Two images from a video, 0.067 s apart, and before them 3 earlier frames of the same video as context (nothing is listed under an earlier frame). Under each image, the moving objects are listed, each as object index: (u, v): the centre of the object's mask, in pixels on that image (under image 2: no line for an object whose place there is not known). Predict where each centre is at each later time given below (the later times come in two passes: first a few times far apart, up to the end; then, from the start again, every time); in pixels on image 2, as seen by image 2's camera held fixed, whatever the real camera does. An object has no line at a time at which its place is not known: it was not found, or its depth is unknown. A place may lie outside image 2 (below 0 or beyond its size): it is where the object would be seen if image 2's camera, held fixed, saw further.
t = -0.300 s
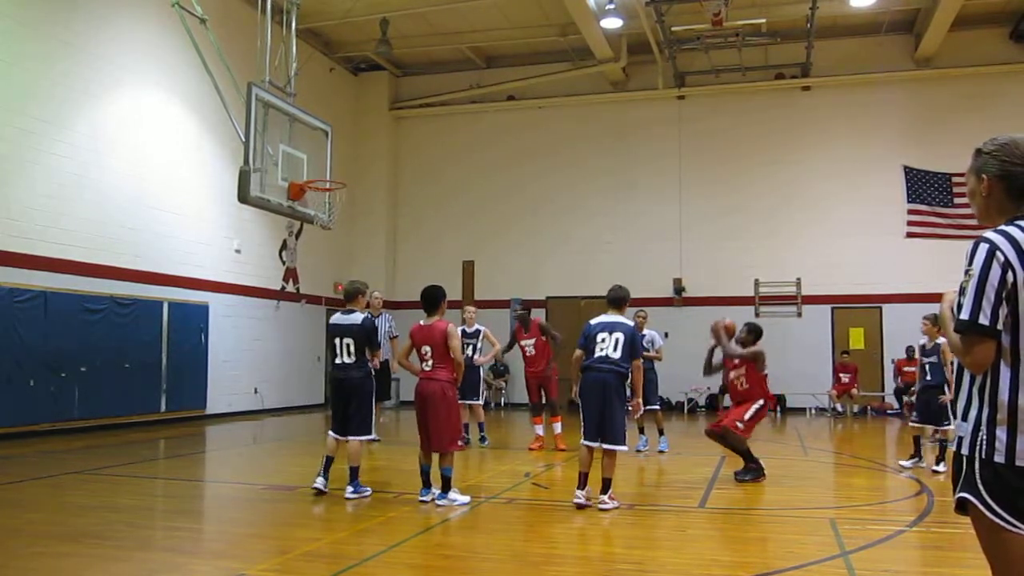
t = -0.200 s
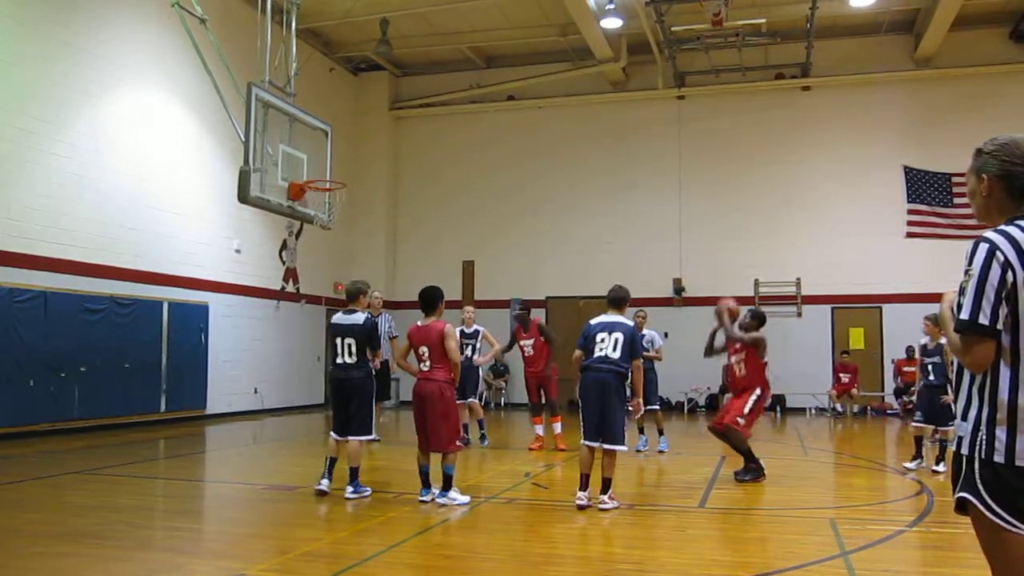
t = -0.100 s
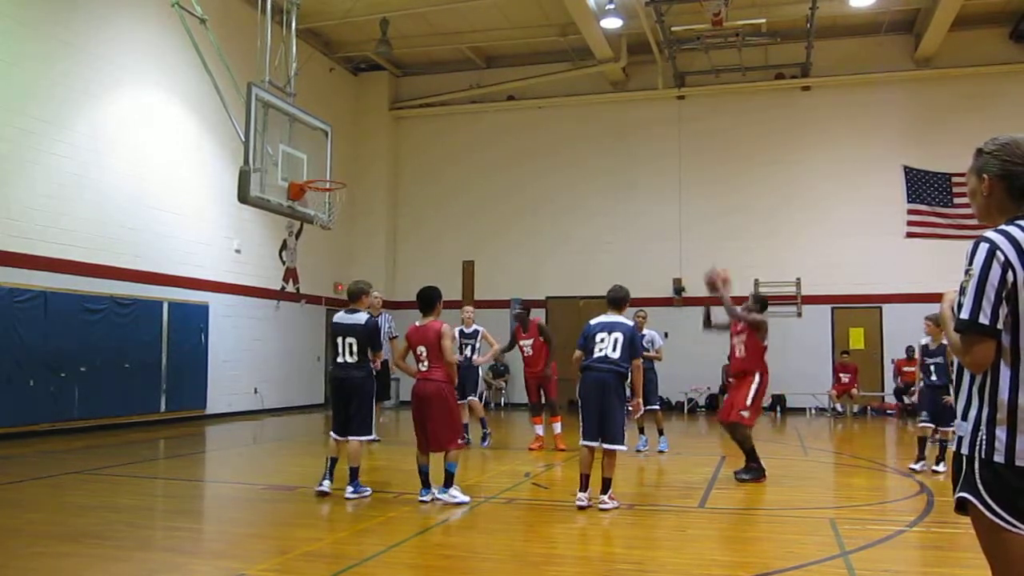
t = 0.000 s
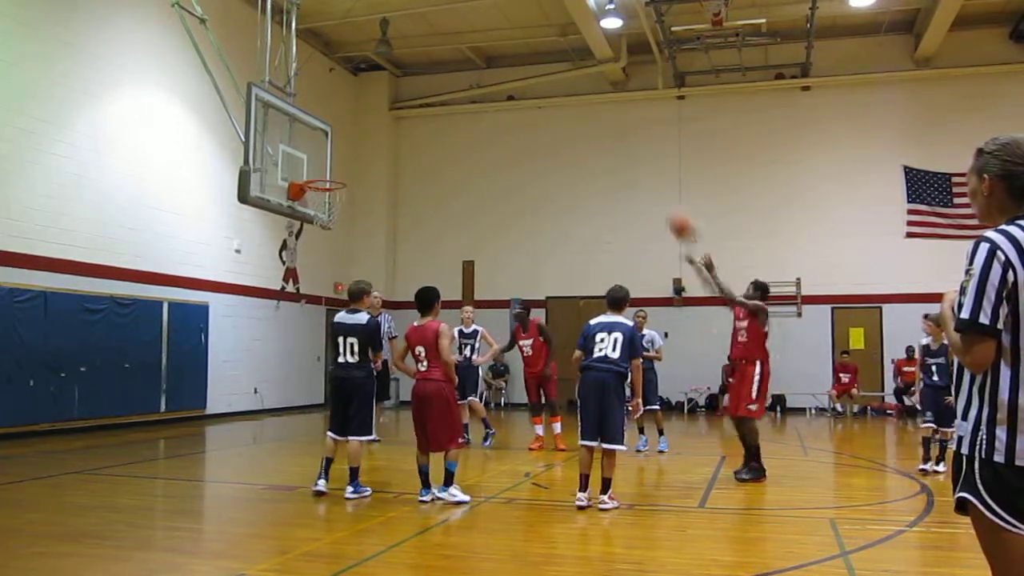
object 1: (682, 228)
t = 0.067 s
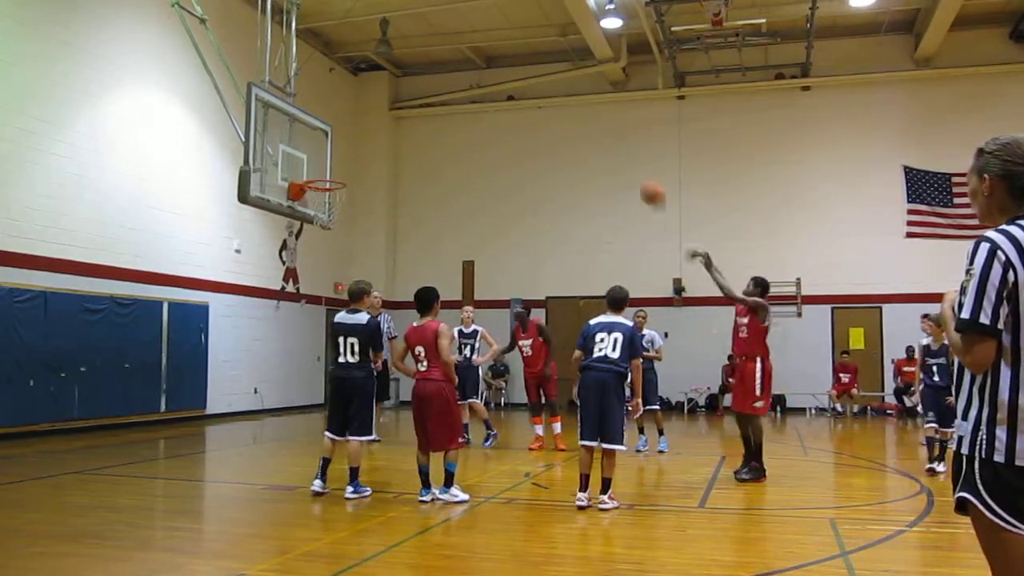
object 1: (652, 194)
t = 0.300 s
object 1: (554, 116)
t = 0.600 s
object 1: (443, 94)
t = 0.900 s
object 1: (343, 155)
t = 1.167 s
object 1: (345, 213)
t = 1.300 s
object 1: (357, 231)
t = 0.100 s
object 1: (638, 180)
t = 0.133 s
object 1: (624, 165)
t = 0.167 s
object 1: (608, 154)
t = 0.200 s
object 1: (596, 143)
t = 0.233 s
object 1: (582, 134)
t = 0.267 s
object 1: (570, 125)
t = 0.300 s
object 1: (554, 116)
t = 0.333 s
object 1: (542, 110)
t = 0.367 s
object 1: (530, 104)
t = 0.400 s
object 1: (518, 100)
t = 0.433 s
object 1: (505, 98)
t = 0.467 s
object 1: (492, 94)
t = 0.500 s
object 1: (480, 94)
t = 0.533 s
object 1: (469, 92)
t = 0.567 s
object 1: (454, 93)
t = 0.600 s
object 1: (443, 94)
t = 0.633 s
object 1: (434, 98)
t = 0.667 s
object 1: (421, 103)
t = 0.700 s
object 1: (408, 108)
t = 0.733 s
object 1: (397, 113)
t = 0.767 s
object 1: (387, 121)
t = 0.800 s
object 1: (376, 128)
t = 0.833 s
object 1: (365, 137)
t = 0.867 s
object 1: (354, 146)
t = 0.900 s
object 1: (343, 155)
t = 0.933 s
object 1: (333, 167)
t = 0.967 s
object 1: (323, 176)
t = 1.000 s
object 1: (314, 188)
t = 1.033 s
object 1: (322, 195)
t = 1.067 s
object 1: (330, 205)
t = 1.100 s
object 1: (339, 211)
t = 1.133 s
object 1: (341, 212)
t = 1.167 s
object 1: (345, 213)
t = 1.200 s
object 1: (348, 215)
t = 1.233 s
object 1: (350, 218)
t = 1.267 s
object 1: (354, 224)
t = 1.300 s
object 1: (357, 231)
